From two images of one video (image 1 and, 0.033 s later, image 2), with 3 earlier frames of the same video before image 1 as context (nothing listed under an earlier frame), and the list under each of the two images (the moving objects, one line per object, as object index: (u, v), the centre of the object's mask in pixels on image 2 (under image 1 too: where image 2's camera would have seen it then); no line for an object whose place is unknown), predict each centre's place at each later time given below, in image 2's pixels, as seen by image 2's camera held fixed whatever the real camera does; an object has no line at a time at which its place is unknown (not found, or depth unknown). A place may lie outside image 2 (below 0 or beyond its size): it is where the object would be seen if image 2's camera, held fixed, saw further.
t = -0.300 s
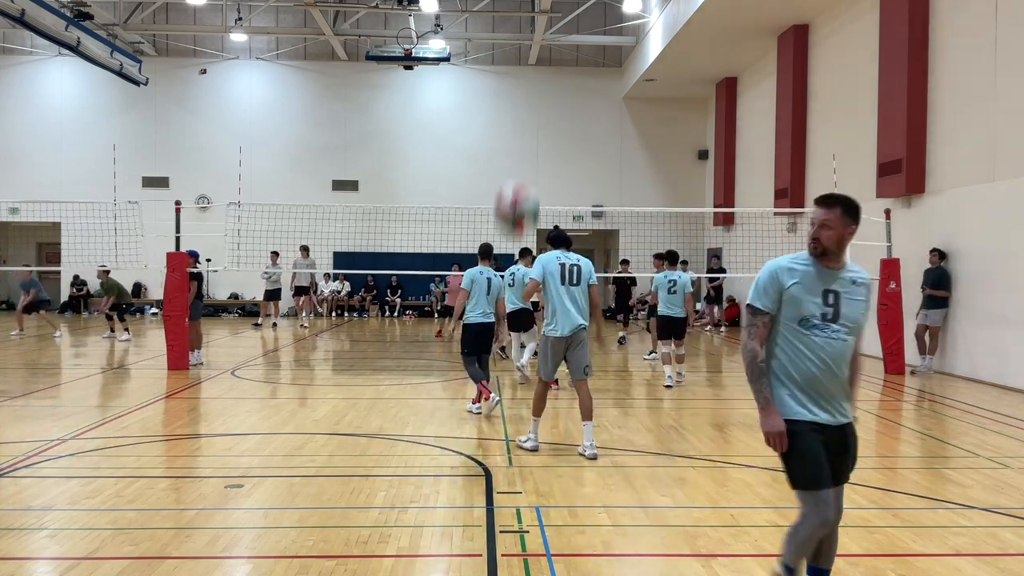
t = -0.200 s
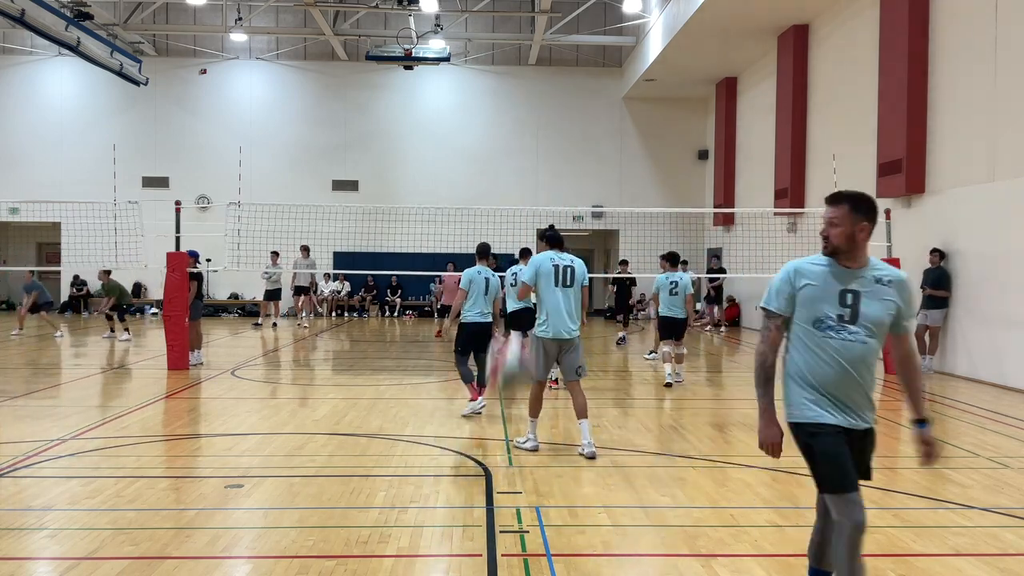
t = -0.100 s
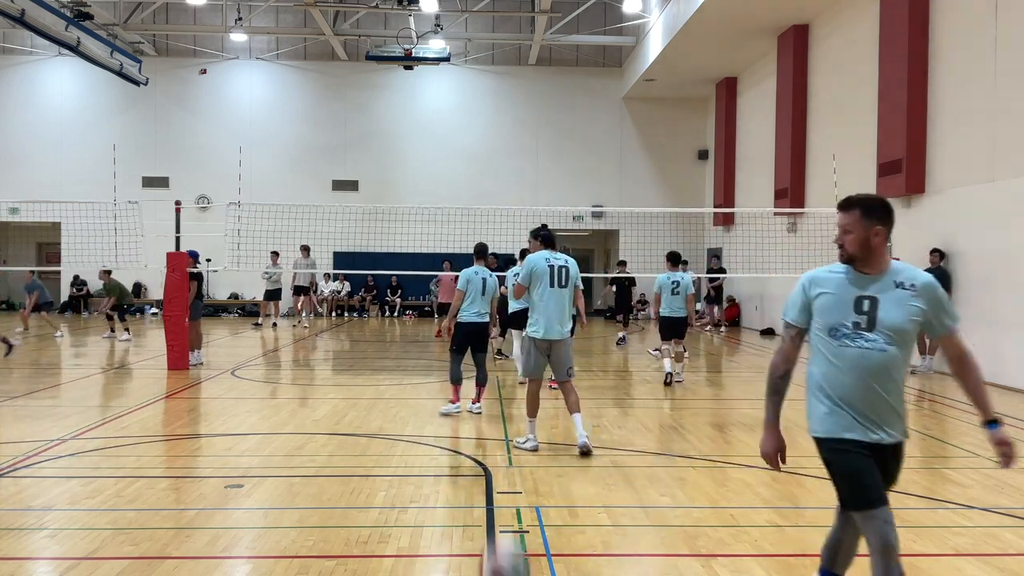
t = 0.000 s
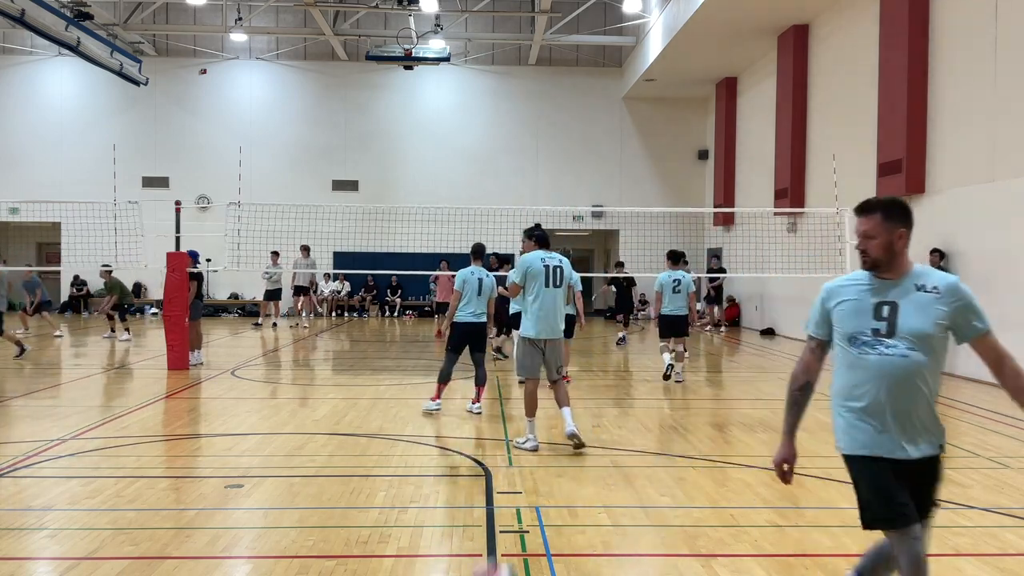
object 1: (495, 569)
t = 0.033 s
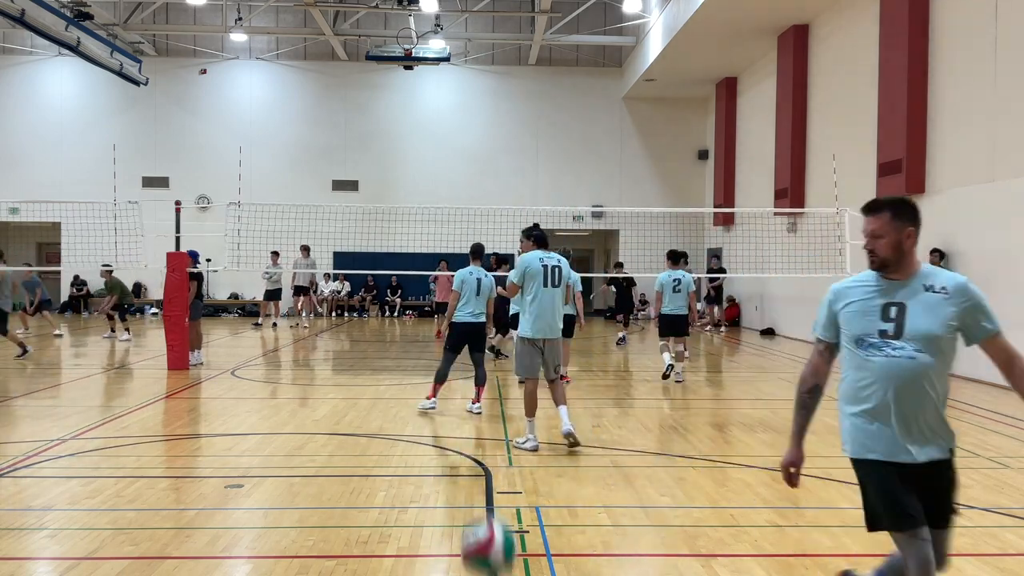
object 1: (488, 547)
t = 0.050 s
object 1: (486, 526)
